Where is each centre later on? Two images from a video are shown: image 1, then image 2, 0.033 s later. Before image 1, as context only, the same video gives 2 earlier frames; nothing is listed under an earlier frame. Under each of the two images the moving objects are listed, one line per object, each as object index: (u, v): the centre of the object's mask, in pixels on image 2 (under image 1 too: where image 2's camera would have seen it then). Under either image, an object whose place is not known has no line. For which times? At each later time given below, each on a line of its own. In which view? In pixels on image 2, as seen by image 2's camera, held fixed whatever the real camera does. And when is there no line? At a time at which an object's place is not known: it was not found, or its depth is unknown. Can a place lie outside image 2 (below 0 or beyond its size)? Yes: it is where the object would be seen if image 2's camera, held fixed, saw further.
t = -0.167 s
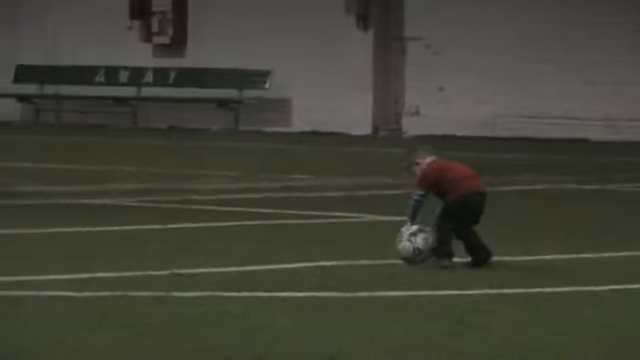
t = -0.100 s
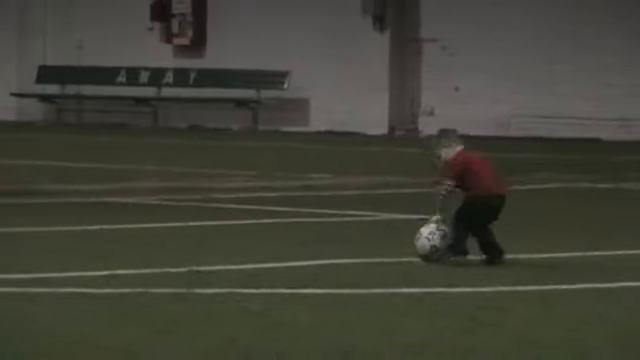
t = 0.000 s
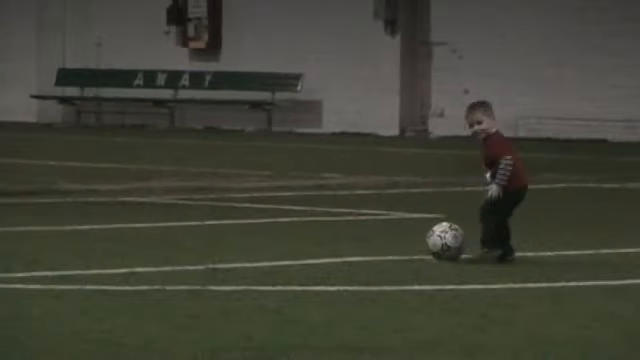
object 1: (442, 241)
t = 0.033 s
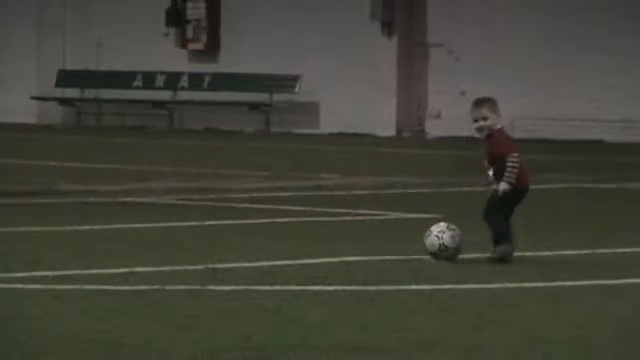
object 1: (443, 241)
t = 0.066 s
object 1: (444, 241)
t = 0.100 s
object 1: (445, 241)
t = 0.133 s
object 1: (446, 241)
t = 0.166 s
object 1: (447, 241)
